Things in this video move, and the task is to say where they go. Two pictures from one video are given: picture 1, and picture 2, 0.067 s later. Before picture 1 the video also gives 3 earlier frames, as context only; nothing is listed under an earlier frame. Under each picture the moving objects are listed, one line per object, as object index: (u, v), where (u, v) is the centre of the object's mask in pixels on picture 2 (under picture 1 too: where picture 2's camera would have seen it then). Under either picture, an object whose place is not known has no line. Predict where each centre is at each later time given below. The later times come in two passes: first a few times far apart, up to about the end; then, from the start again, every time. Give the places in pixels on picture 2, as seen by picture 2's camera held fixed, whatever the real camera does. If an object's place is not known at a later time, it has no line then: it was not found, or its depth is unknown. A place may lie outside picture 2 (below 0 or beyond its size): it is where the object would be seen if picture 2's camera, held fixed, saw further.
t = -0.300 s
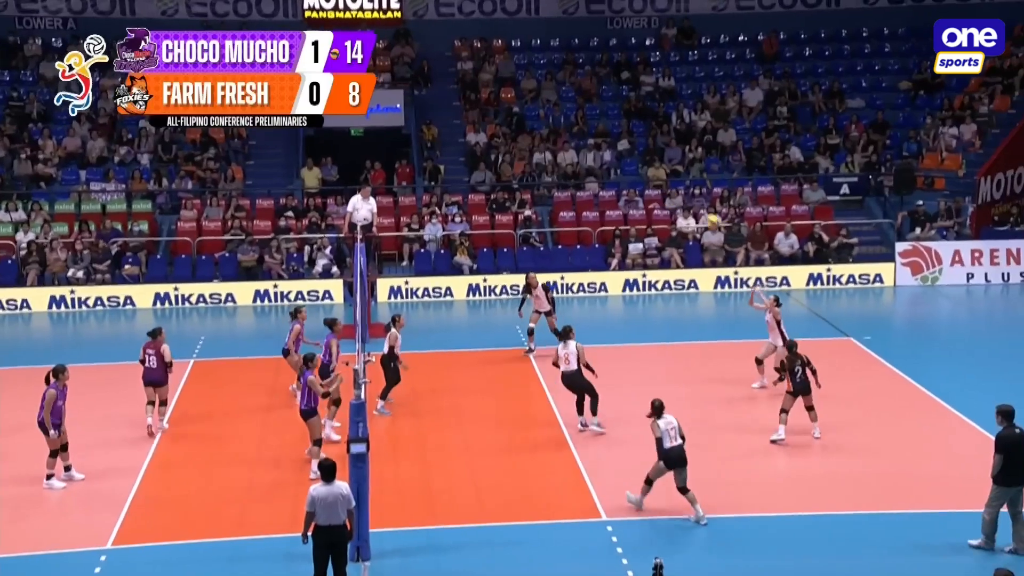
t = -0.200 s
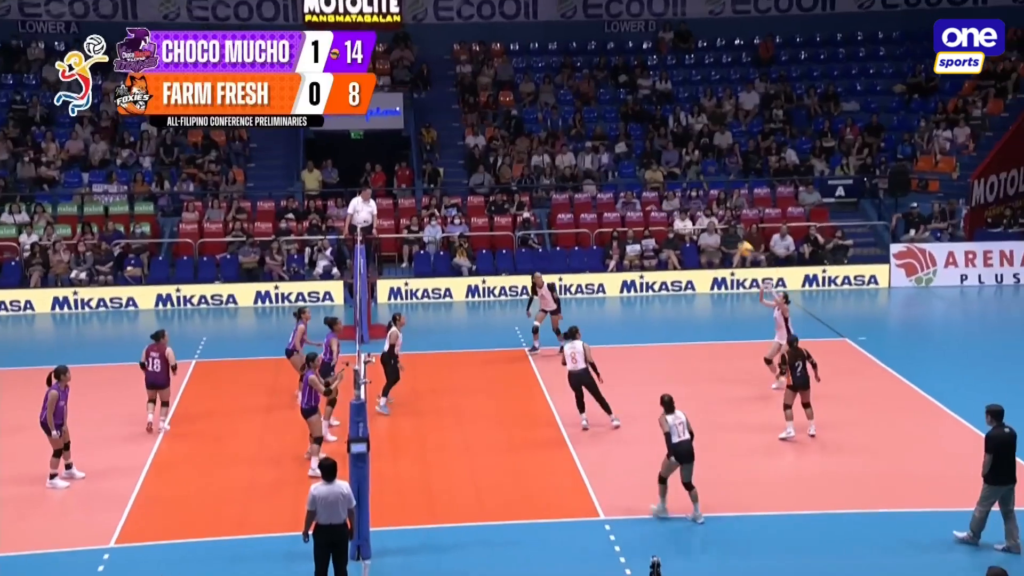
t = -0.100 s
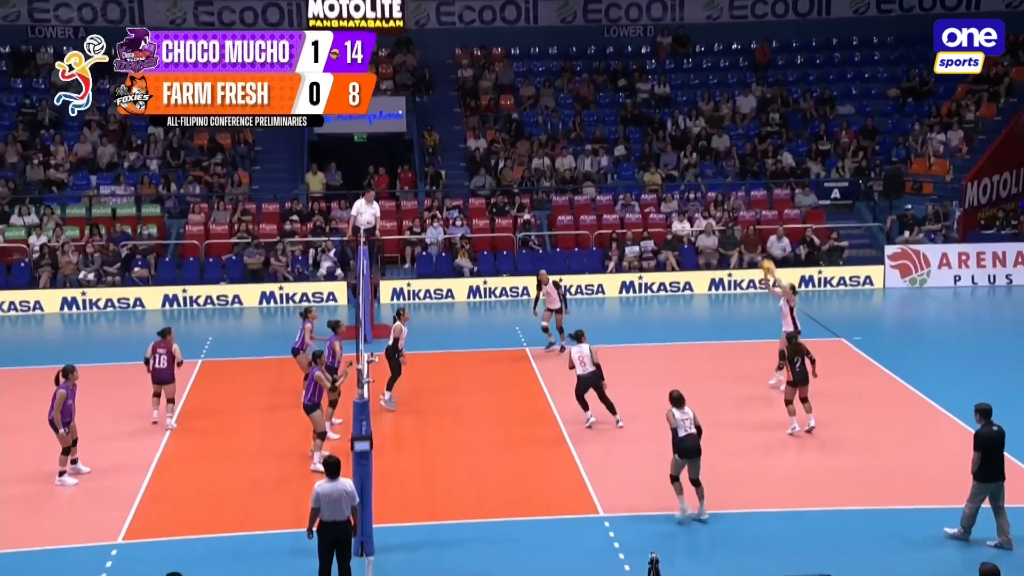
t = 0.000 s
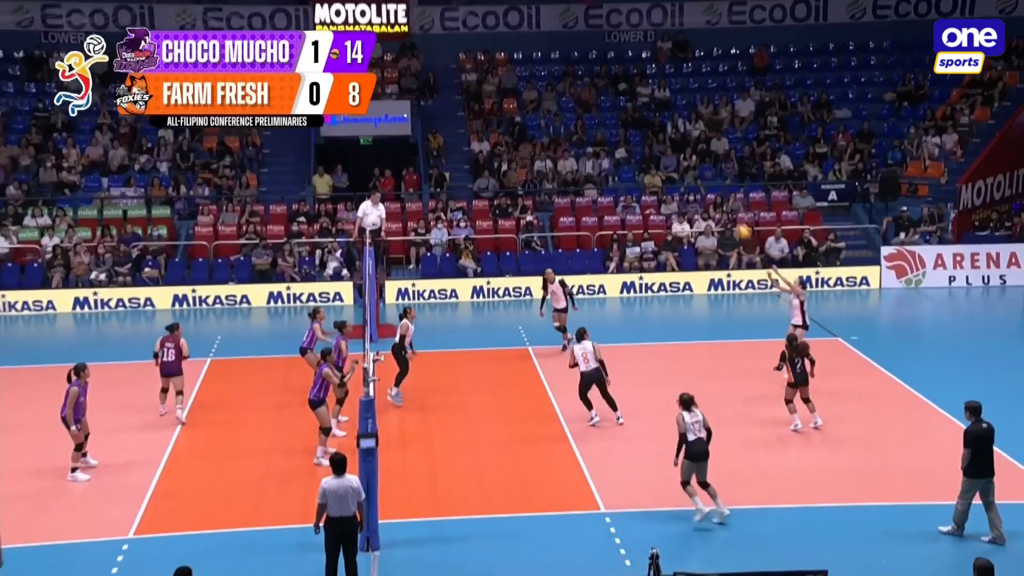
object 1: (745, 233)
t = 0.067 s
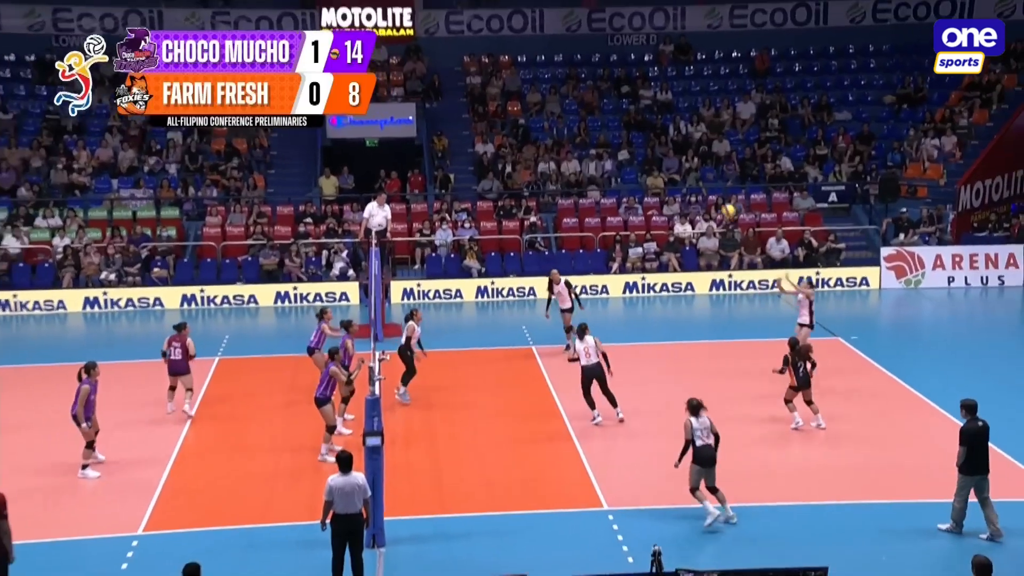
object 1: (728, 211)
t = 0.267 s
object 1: (682, 163)
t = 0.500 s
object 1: (626, 138)
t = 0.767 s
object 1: (565, 149)
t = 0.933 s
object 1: (528, 176)
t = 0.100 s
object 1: (721, 201)
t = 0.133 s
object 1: (712, 192)
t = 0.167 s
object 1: (705, 184)
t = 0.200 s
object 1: (698, 177)
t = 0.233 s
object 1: (690, 169)
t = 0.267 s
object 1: (682, 163)
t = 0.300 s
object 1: (674, 157)
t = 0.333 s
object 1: (666, 152)
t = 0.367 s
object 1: (658, 148)
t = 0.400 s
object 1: (650, 145)
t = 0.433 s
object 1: (642, 142)
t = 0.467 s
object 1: (634, 140)
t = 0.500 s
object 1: (626, 138)
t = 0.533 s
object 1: (618, 137)
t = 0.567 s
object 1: (611, 138)
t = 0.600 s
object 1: (603, 138)
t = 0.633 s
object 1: (595, 139)
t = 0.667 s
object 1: (588, 141)
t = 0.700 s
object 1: (580, 143)
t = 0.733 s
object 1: (572, 146)
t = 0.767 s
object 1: (565, 149)
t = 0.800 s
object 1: (557, 154)
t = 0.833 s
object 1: (550, 158)
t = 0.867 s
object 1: (542, 164)
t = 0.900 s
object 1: (535, 170)
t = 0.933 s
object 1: (528, 176)
